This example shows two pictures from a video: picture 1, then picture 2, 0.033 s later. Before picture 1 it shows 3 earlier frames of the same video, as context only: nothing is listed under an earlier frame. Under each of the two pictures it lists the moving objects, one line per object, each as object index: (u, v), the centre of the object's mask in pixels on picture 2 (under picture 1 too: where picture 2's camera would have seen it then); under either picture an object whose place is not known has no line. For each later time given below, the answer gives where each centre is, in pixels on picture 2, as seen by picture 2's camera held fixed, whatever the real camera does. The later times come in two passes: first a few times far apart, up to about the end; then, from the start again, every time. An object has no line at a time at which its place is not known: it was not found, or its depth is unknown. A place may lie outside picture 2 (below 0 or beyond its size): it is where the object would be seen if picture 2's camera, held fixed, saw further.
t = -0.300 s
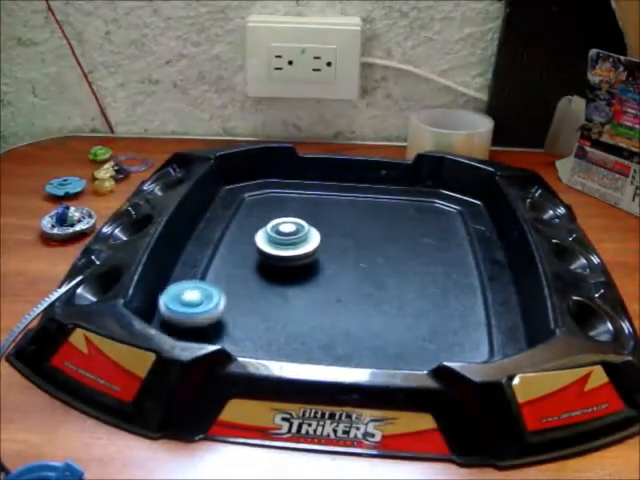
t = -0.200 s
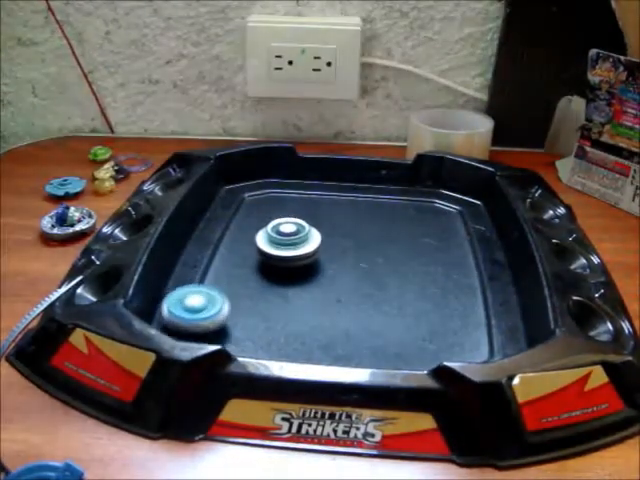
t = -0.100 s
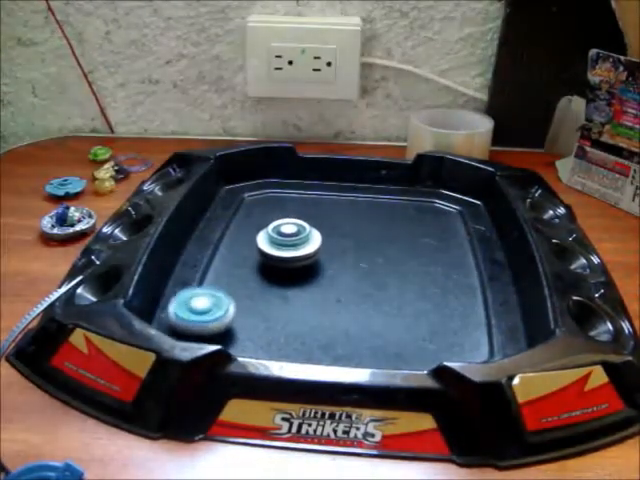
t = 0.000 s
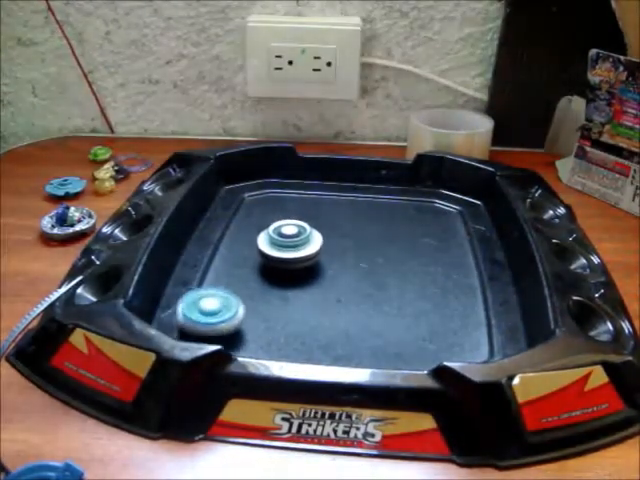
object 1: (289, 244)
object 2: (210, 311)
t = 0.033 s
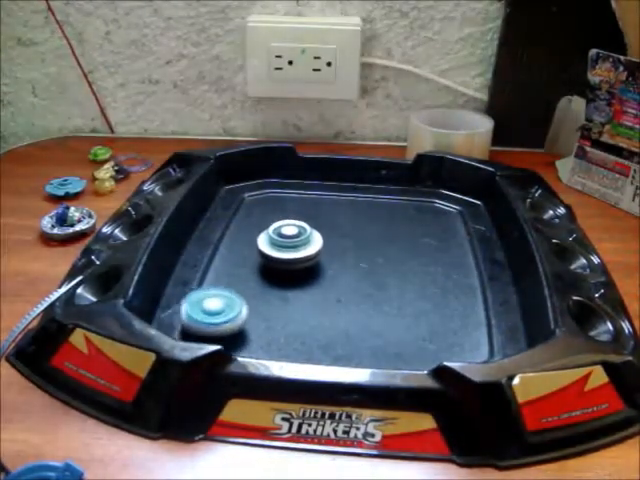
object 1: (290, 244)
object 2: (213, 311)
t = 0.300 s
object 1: (290, 247)
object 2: (261, 303)
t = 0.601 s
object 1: (291, 244)
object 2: (311, 292)
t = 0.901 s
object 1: (288, 245)
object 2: (338, 291)
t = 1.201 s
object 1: (285, 246)
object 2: (355, 283)
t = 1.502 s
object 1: (284, 247)
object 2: (367, 277)
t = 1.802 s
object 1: (282, 248)
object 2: (366, 269)
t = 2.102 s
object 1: (283, 248)
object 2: (364, 267)
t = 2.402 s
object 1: (284, 249)
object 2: (351, 264)
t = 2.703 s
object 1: (273, 245)
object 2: (376, 275)
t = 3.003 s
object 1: (276, 247)
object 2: (443, 287)
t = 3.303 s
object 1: (279, 250)
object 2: (447, 260)
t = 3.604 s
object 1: (279, 251)
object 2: (390, 268)
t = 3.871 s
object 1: (281, 251)
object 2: (358, 298)
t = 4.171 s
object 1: (284, 253)
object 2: (376, 335)
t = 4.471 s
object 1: (285, 255)
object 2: (420, 318)
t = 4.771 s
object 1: (287, 256)
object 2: (369, 288)
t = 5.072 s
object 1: (279, 253)
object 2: (337, 296)
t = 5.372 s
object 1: (282, 256)
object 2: (339, 310)
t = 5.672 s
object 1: (280, 259)
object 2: (353, 315)
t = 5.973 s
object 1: (278, 260)
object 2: (361, 306)
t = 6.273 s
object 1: (279, 260)
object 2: (355, 294)
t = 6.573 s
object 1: (283, 260)
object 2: (344, 282)
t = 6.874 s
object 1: (279, 257)
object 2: (364, 287)
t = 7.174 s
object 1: (280, 258)
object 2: (386, 291)
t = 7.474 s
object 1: (281, 258)
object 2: (401, 293)
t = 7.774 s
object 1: (285, 258)
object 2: (412, 292)
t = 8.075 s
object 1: (290, 259)
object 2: (408, 289)
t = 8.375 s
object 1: (294, 260)
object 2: (393, 287)
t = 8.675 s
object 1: (296, 262)
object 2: (376, 290)
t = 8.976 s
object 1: (296, 264)
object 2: (357, 293)
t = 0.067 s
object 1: (290, 245)
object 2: (217, 311)
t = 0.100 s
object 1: (290, 245)
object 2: (222, 311)
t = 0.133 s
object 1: (290, 246)
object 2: (227, 310)
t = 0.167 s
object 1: (290, 246)
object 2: (233, 309)
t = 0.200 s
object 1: (290, 247)
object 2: (240, 308)
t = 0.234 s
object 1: (290, 247)
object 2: (247, 306)
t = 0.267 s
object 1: (290, 247)
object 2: (253, 305)
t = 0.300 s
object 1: (290, 247)
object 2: (261, 303)
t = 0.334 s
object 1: (290, 247)
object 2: (269, 300)
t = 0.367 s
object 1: (290, 248)
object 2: (277, 296)
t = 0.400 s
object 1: (290, 247)
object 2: (283, 292)
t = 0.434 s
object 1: (290, 246)
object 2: (287, 288)
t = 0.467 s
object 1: (289, 245)
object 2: (292, 288)
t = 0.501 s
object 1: (289, 245)
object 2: (297, 290)
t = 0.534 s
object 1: (290, 244)
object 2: (301, 291)
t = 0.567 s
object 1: (290, 244)
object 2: (305, 291)
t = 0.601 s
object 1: (291, 244)
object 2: (311, 292)
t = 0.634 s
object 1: (291, 244)
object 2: (314, 292)
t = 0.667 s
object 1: (291, 244)
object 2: (318, 292)
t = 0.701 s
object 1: (291, 244)
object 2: (322, 292)
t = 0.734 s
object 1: (290, 244)
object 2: (325, 293)
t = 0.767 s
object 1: (290, 244)
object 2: (327, 292)
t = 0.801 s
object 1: (289, 244)
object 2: (331, 292)
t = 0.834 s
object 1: (289, 245)
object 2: (334, 292)
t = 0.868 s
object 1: (288, 245)
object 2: (336, 292)
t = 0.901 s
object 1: (288, 245)
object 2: (338, 291)
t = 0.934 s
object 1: (288, 245)
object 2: (340, 291)
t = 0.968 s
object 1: (287, 245)
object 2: (342, 290)
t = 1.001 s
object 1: (287, 245)
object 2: (343, 289)
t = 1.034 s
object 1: (286, 245)
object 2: (346, 288)
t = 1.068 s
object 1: (286, 246)
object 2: (348, 287)
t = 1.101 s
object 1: (286, 246)
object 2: (349, 286)
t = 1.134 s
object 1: (286, 246)
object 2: (352, 285)
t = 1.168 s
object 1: (286, 246)
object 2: (353, 284)
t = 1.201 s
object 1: (285, 246)
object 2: (355, 283)
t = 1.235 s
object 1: (285, 246)
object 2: (358, 282)
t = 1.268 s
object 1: (285, 246)
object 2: (360, 281)
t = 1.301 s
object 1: (285, 247)
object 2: (361, 280)
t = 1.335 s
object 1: (284, 247)
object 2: (363, 280)
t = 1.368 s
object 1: (284, 247)
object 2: (364, 279)
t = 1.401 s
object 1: (284, 247)
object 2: (365, 278)
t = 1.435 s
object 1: (284, 247)
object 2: (366, 278)
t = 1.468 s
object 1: (284, 247)
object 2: (367, 277)
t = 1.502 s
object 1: (284, 247)
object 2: (367, 277)
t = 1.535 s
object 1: (283, 247)
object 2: (367, 276)
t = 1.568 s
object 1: (283, 247)
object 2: (367, 276)
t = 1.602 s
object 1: (283, 247)
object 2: (367, 275)
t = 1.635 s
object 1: (283, 247)
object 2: (367, 274)
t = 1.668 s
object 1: (283, 248)
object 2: (366, 273)
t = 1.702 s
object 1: (283, 248)
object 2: (366, 272)
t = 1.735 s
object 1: (283, 248)
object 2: (366, 271)
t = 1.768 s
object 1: (282, 248)
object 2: (366, 270)
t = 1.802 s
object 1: (282, 248)
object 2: (366, 269)
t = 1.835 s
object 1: (282, 248)
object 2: (366, 269)
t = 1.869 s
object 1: (283, 248)
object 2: (366, 268)
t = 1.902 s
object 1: (283, 248)
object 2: (367, 268)
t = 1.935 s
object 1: (283, 248)
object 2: (366, 267)
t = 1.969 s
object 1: (283, 248)
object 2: (366, 267)
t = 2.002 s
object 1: (283, 248)
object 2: (366, 267)
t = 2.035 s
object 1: (283, 248)
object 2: (365, 267)
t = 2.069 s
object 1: (283, 248)
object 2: (365, 267)
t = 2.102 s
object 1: (283, 248)
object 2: (364, 267)
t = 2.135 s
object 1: (283, 248)
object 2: (362, 267)
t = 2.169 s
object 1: (283, 248)
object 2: (361, 266)
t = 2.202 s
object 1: (283, 248)
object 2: (359, 266)
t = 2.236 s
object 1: (283, 248)
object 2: (357, 266)
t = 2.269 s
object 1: (284, 248)
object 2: (356, 265)
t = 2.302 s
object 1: (284, 248)
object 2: (354, 265)
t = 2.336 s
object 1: (284, 248)
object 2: (354, 264)
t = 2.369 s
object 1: (284, 248)
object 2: (352, 264)
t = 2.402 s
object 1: (284, 249)
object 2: (351, 264)
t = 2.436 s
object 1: (284, 249)
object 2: (350, 263)
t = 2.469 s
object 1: (283, 248)
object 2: (349, 264)
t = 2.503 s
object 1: (283, 248)
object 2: (348, 263)
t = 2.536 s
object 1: (284, 248)
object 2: (346, 264)
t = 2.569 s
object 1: (284, 248)
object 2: (345, 264)
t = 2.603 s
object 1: (282, 247)
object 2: (348, 265)
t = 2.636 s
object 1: (277, 247)
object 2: (360, 269)
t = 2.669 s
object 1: (274, 246)
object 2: (369, 272)
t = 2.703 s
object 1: (273, 245)
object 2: (376, 275)
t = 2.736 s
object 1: (272, 245)
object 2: (384, 278)
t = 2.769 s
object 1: (272, 245)
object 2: (391, 280)
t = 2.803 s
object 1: (272, 245)
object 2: (399, 282)
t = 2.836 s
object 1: (273, 245)
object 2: (406, 284)
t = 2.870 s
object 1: (273, 246)
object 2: (414, 286)
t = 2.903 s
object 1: (274, 246)
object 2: (421, 287)
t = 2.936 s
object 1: (275, 246)
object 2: (429, 288)
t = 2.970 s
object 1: (275, 247)
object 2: (436, 287)
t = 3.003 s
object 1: (276, 247)
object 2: (443, 287)
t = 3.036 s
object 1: (276, 247)
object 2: (449, 285)
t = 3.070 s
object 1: (276, 248)
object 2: (454, 283)
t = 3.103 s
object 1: (277, 248)
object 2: (458, 279)
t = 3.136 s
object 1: (277, 248)
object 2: (459, 276)
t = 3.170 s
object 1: (278, 249)
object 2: (460, 273)
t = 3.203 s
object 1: (278, 249)
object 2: (458, 269)
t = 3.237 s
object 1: (278, 249)
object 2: (456, 265)
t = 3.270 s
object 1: (278, 249)
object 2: (451, 262)
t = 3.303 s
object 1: (279, 250)
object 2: (447, 260)
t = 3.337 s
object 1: (279, 250)
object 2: (440, 258)
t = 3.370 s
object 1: (279, 250)
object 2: (434, 257)
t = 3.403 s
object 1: (278, 251)
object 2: (426, 257)
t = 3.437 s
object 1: (279, 251)
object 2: (420, 257)
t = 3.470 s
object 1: (279, 251)
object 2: (413, 258)
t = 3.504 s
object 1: (279, 251)
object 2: (407, 260)
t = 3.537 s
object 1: (279, 251)
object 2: (400, 263)
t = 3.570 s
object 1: (279, 251)
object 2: (395, 265)
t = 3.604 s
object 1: (279, 251)
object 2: (390, 268)
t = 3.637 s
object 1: (279, 251)
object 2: (385, 271)
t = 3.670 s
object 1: (279, 251)
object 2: (380, 274)
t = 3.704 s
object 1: (279, 251)
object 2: (376, 277)
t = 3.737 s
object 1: (280, 251)
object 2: (371, 281)
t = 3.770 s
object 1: (280, 251)
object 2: (368, 285)
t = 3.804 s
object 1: (281, 251)
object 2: (364, 289)
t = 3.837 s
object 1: (281, 251)
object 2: (361, 294)
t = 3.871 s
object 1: (281, 251)
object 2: (358, 298)
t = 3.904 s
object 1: (282, 252)
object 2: (356, 303)
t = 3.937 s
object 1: (282, 252)
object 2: (354, 307)
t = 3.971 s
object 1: (282, 252)
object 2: (354, 312)
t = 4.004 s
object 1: (282, 252)
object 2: (354, 317)
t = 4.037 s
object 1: (283, 252)
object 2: (356, 321)
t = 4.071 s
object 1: (283, 252)
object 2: (359, 326)
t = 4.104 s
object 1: (283, 253)
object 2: (363, 329)
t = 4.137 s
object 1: (283, 253)
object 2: (370, 333)
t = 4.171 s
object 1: (284, 253)
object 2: (376, 335)
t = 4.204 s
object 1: (284, 253)
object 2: (384, 337)
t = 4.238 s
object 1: (284, 253)
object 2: (391, 338)
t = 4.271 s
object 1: (285, 254)
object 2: (400, 338)
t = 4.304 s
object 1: (285, 254)
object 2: (406, 337)
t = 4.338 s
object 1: (285, 254)
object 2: (413, 334)
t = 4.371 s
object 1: (285, 254)
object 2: (417, 331)
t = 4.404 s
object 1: (285, 254)
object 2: (420, 326)
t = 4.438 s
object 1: (285, 255)
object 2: (421, 322)
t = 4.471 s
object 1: (285, 255)
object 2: (420, 318)
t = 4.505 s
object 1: (285, 255)
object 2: (419, 313)
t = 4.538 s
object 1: (286, 255)
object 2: (415, 309)
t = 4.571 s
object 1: (286, 255)
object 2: (410, 305)
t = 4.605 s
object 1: (286, 256)
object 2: (405, 302)
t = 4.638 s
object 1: (286, 256)
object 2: (398, 298)
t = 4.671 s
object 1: (286, 256)
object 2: (392, 295)
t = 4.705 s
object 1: (286, 256)
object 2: (384, 292)
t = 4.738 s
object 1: (287, 256)
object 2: (377, 290)
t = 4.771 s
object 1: (287, 256)
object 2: (369, 288)
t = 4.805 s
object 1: (287, 256)
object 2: (361, 286)
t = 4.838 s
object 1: (287, 256)
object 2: (354, 284)
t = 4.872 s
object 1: (287, 257)
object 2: (346, 283)
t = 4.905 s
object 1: (285, 256)
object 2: (341, 283)
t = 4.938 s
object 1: (282, 255)
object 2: (340, 286)
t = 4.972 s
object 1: (281, 254)
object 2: (340, 289)
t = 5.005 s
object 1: (280, 253)
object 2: (339, 291)
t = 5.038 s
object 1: (279, 253)
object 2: (337, 293)
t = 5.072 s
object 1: (279, 253)
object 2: (337, 296)
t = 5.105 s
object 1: (280, 253)
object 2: (337, 298)
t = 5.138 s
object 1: (280, 253)
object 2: (336, 299)
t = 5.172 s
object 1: (281, 253)
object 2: (337, 301)
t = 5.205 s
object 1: (281, 254)
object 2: (336, 303)
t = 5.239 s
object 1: (281, 254)
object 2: (336, 304)
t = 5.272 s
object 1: (282, 255)
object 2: (336, 306)
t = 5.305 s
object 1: (282, 255)
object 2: (336, 307)
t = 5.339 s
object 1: (282, 255)
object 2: (337, 308)
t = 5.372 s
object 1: (282, 256)
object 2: (339, 310)
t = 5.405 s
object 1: (281, 257)
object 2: (340, 310)
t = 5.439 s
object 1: (281, 257)
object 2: (342, 311)
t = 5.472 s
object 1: (281, 257)
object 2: (344, 312)
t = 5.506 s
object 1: (281, 257)
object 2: (345, 313)
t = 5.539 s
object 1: (281, 258)
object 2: (347, 314)
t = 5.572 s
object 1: (281, 258)
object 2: (349, 314)
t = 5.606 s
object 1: (281, 258)
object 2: (350, 314)
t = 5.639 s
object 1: (281, 258)
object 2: (352, 314)
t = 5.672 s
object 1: (280, 259)
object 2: (353, 315)
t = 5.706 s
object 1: (280, 259)
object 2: (354, 314)
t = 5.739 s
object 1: (280, 259)
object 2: (355, 314)
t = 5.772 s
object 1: (280, 259)
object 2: (356, 313)
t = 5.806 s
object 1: (279, 260)
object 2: (357, 312)
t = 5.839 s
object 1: (279, 260)
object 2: (358, 311)
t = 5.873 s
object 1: (279, 260)
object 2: (359, 310)
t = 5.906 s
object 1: (278, 260)
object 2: (359, 309)
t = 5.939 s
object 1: (278, 260)
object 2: (360, 307)
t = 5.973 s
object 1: (278, 260)
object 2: (361, 306)
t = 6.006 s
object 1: (278, 260)
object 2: (361, 305)
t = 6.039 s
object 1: (278, 260)
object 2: (361, 303)
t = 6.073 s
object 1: (279, 259)
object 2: (361, 302)
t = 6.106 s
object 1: (279, 259)
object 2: (361, 301)
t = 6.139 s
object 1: (279, 260)
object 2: (360, 300)
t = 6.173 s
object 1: (279, 260)
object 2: (359, 298)
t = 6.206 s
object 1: (280, 260)
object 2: (358, 297)
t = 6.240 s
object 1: (279, 260)
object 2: (356, 295)
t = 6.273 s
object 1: (279, 260)
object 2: (355, 294)
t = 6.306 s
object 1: (280, 260)
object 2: (354, 292)
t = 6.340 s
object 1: (280, 260)
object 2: (352, 291)
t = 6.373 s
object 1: (281, 260)
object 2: (351, 289)
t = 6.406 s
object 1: (281, 260)
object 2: (350, 288)
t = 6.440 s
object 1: (281, 260)
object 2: (349, 287)
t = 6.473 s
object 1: (281, 260)
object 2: (348, 285)
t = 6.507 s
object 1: (282, 260)
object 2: (346, 284)
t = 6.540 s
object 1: (282, 260)
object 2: (346, 283)
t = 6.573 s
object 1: (283, 260)
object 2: (344, 282)
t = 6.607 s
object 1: (283, 260)
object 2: (342, 281)
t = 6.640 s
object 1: (281, 259)
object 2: (346, 282)
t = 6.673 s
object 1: (279, 258)
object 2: (349, 283)
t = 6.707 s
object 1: (279, 257)
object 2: (352, 284)
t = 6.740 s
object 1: (279, 257)
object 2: (355, 284)
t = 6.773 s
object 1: (279, 257)
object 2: (357, 285)
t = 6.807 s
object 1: (279, 257)
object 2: (359, 286)
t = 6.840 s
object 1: (279, 257)
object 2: (362, 287)
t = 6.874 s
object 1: (279, 257)
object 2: (364, 287)
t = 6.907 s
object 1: (279, 257)
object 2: (366, 288)
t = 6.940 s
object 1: (279, 258)
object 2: (368, 289)
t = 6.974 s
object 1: (278, 258)
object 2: (370, 289)
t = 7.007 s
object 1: (278, 258)
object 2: (372, 289)
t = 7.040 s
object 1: (278, 258)
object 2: (375, 290)
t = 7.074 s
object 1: (278, 258)
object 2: (378, 290)
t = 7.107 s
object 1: (279, 258)
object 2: (380, 290)
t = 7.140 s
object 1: (279, 258)
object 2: (383, 291)
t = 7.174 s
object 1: (280, 258)
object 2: (386, 291)
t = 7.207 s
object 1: (280, 258)
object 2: (388, 291)
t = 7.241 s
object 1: (280, 258)
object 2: (391, 292)
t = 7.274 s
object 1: (280, 258)
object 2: (393, 292)
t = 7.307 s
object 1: (280, 258)
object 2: (394, 292)
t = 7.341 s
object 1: (280, 258)
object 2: (396, 293)
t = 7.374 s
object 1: (280, 258)
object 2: (397, 293)
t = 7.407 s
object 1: (280, 258)
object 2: (399, 293)
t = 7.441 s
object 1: (281, 258)
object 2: (400, 293)
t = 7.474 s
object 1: (281, 258)
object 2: (401, 293)
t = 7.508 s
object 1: (281, 258)
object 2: (402, 293)
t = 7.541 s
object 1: (282, 258)
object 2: (403, 293)
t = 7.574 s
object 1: (282, 258)
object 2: (405, 293)
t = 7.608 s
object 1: (282, 258)
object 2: (406, 293)
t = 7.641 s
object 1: (283, 258)
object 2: (408, 293)
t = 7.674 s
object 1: (283, 258)
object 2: (409, 292)
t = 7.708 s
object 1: (284, 258)
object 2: (410, 292)
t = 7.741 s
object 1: (285, 258)
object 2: (411, 292)
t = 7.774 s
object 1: (285, 258)
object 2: (412, 292)
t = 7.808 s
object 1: (286, 258)
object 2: (413, 291)
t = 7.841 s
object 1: (286, 258)
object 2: (414, 291)
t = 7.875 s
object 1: (287, 258)
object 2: (414, 291)
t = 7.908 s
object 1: (287, 258)
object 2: (414, 291)
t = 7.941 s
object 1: (288, 258)
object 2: (413, 291)
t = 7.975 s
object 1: (288, 258)
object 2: (412, 290)
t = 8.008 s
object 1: (289, 258)
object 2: (411, 290)
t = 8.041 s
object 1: (290, 259)
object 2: (409, 290)
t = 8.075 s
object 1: (290, 259)
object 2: (408, 289)
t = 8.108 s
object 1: (291, 259)
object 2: (406, 289)
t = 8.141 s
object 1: (291, 259)
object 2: (405, 288)
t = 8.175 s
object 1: (292, 259)
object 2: (403, 288)
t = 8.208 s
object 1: (292, 259)
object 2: (401, 288)
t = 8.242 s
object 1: (292, 260)
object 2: (400, 288)
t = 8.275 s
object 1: (293, 260)
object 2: (398, 288)
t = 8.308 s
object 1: (293, 260)
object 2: (397, 287)
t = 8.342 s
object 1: (293, 260)
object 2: (395, 287)
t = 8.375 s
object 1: (294, 260)
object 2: (393, 287)
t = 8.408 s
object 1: (294, 260)
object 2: (392, 287)
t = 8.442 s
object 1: (294, 261)
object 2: (390, 287)
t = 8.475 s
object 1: (294, 261)
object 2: (389, 288)
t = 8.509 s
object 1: (295, 261)
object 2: (387, 288)
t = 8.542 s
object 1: (295, 261)
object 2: (385, 288)
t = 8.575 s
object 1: (295, 261)
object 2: (383, 289)
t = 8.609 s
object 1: (296, 262)
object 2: (380, 289)
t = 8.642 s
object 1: (296, 262)
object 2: (378, 290)
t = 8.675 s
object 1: (296, 262)
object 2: (376, 290)
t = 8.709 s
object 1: (296, 262)
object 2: (374, 291)
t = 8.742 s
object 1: (296, 262)
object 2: (371, 291)
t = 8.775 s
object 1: (296, 262)
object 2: (369, 291)
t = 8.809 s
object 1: (296, 263)
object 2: (367, 291)
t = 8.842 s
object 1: (296, 263)
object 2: (365, 292)
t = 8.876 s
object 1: (296, 263)
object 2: (363, 292)
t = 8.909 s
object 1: (296, 264)
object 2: (361, 292)
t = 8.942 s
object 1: (296, 264)
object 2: (359, 293)
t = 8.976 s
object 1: (296, 264)
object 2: (357, 293)
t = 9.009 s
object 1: (296, 264)
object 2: (355, 294)
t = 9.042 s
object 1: (296, 265)
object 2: (353, 295)
